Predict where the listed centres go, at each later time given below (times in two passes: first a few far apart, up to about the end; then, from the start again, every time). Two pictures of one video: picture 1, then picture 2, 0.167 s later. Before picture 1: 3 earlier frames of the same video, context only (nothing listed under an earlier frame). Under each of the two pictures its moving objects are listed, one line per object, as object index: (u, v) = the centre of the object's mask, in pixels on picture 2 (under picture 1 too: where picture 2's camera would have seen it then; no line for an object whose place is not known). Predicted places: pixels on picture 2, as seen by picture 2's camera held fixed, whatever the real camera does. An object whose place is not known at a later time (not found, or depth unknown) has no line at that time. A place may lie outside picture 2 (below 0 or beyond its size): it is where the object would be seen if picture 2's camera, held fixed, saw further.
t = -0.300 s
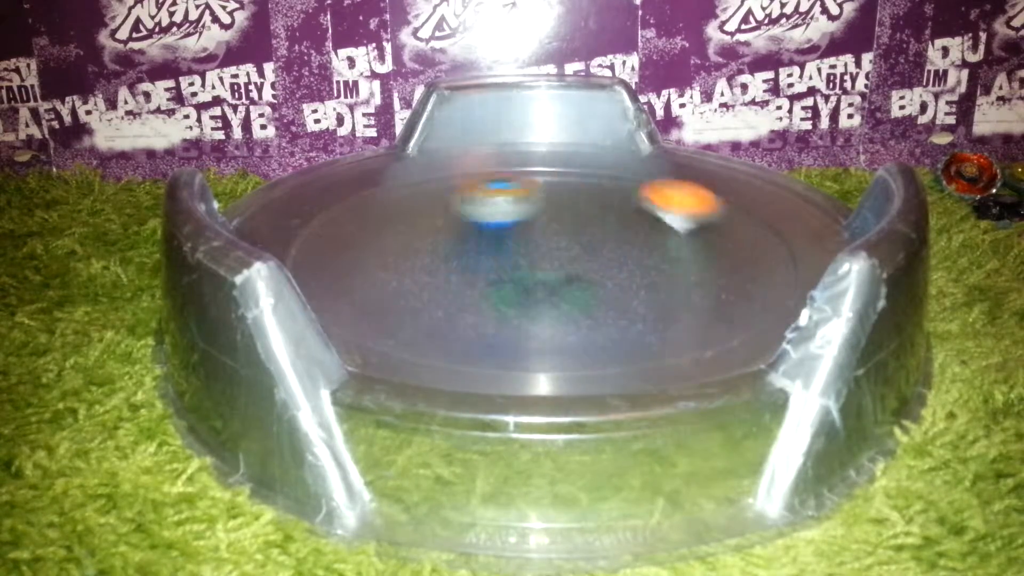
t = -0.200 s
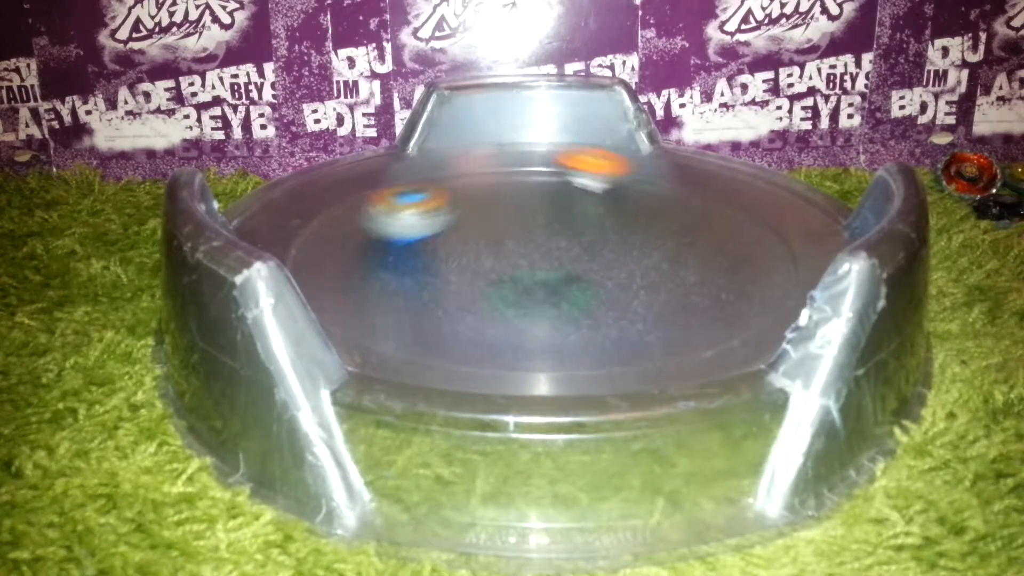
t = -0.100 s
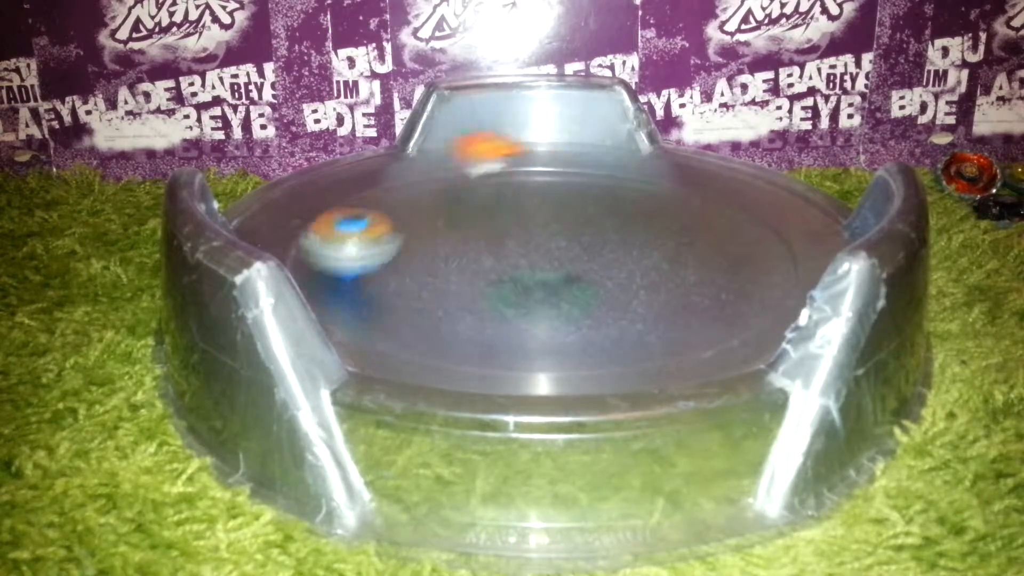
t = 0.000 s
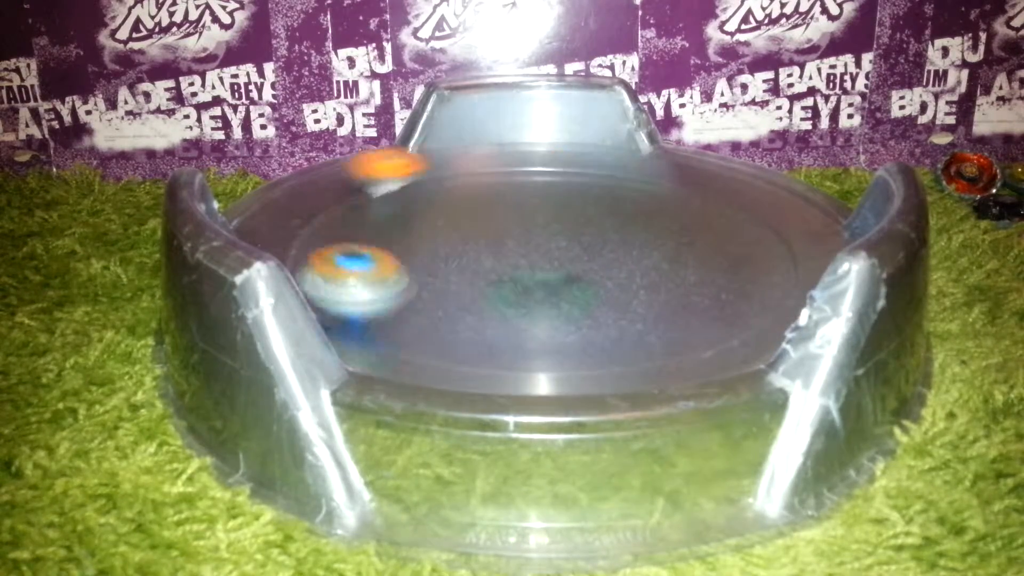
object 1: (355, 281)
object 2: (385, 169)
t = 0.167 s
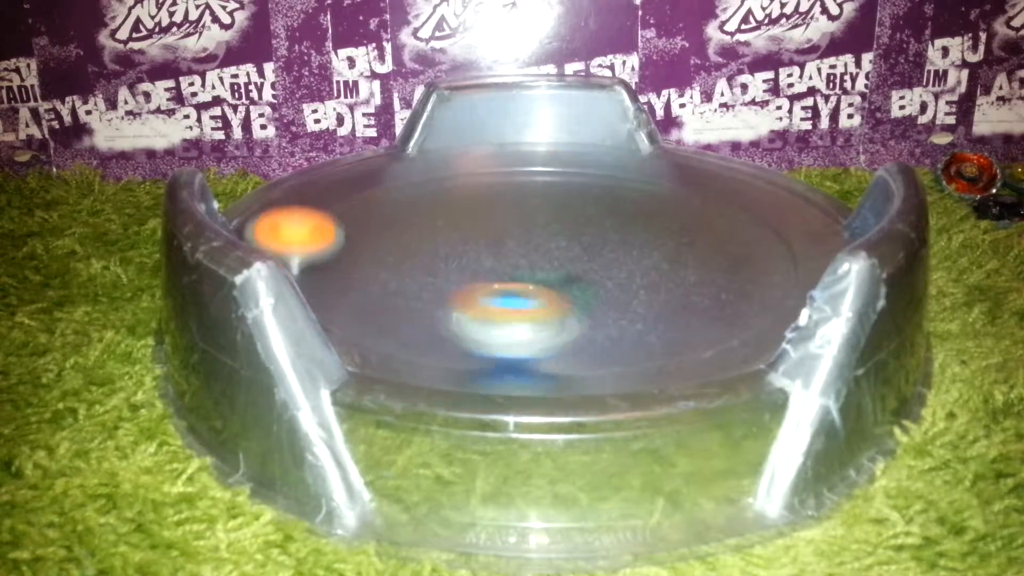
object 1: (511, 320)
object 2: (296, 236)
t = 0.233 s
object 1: (595, 315)
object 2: (322, 270)
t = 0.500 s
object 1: (657, 217)
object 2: (687, 289)
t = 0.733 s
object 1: (468, 174)
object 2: (677, 167)
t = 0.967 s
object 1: (331, 223)
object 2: (439, 157)
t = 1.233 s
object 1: (547, 308)
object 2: (347, 260)
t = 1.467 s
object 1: (705, 228)
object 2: (677, 298)
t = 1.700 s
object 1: (587, 160)
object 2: (728, 187)
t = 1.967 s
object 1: (409, 196)
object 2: (493, 158)
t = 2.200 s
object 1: (472, 296)
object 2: (375, 252)
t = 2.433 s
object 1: (734, 268)
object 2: (656, 313)
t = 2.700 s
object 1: (702, 174)
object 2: (779, 222)
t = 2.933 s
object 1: (517, 164)
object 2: (638, 189)
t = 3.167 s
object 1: (347, 216)
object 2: (452, 254)
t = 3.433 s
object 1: (384, 306)
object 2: (534, 334)
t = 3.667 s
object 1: (582, 322)
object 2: (687, 303)
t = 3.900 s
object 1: (610, 287)
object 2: (706, 191)
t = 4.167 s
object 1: (533, 221)
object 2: (425, 174)
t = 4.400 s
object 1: (412, 205)
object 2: (300, 245)
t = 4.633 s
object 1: (409, 231)
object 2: (474, 327)
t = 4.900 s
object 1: (466, 258)
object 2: (696, 252)
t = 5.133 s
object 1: (565, 266)
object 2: (549, 174)
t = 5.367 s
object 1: (630, 247)
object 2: (355, 183)
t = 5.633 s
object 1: (632, 238)
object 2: (371, 285)
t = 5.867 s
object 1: (613, 239)
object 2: (666, 286)
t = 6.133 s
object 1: (579, 247)
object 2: (654, 171)
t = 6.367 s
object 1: (550, 254)
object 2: (472, 159)
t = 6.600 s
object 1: (522, 256)
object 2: (372, 237)
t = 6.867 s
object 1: (498, 254)
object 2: (636, 303)
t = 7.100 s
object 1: (494, 251)
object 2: (767, 208)
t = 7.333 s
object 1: (502, 248)
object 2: (623, 160)
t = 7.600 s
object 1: (524, 245)
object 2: (418, 214)
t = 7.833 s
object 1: (550, 245)
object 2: (479, 311)
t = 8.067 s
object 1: (569, 245)
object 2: (754, 290)
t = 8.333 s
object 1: (577, 250)
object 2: (720, 203)
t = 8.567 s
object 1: (576, 255)
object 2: (506, 197)
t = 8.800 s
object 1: (567, 259)
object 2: (370, 262)
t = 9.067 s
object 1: (549, 262)
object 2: (574, 333)
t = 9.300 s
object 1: (533, 262)
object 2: (744, 270)
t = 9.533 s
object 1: (522, 258)
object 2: (621, 200)
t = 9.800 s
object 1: (520, 253)
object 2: (383, 201)
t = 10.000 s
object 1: (527, 250)
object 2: (313, 260)
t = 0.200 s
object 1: (553, 320)
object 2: (305, 252)
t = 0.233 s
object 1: (595, 315)
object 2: (322, 270)
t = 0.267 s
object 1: (632, 307)
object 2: (348, 287)
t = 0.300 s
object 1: (661, 297)
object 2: (384, 301)
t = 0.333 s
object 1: (680, 284)
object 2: (433, 313)
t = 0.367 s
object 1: (690, 270)
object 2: (488, 319)
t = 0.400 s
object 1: (692, 256)
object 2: (547, 319)
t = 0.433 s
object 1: (688, 242)
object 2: (604, 314)
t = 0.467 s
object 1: (676, 229)
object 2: (650, 304)
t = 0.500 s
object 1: (657, 217)
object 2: (687, 289)
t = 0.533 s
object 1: (637, 206)
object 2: (713, 271)
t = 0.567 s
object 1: (614, 197)
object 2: (727, 251)
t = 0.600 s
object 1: (589, 190)
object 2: (731, 232)
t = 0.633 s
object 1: (561, 184)
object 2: (727, 213)
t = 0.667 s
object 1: (528, 177)
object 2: (715, 196)
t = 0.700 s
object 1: (496, 174)
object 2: (698, 180)
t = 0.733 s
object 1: (468, 174)
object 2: (677, 167)
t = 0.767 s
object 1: (435, 175)
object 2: (643, 161)
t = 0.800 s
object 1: (409, 180)
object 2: (609, 159)
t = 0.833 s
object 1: (386, 184)
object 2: (577, 156)
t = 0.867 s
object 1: (366, 191)
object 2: (540, 150)
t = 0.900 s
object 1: (350, 201)
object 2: (502, 154)
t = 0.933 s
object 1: (337, 212)
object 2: (472, 155)
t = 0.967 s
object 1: (331, 223)
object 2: (439, 157)
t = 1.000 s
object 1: (332, 237)
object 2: (411, 162)
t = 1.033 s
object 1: (340, 251)
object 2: (383, 170)
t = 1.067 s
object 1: (357, 266)
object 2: (361, 178)
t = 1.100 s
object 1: (383, 281)
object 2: (343, 191)
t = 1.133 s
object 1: (416, 292)
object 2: (332, 206)
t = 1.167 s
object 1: (456, 301)
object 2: (328, 222)
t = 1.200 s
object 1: (503, 306)
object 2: (333, 241)
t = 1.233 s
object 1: (547, 308)
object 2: (347, 260)
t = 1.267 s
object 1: (588, 303)
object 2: (373, 278)
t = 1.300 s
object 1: (625, 296)
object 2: (410, 294)
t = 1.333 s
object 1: (658, 285)
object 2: (460, 307)
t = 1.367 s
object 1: (680, 272)
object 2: (516, 314)
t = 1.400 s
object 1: (696, 258)
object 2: (574, 315)
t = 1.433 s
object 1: (704, 242)
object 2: (630, 309)
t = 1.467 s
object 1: (705, 228)
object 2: (677, 298)
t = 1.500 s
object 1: (700, 213)
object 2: (716, 283)
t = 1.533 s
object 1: (688, 200)
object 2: (744, 266)
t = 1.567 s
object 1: (673, 188)
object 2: (765, 247)
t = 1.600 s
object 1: (654, 178)
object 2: (775, 229)
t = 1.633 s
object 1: (635, 170)
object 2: (774, 210)
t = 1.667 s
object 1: (611, 164)
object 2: (750, 199)
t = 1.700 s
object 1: (587, 160)
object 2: (728, 187)
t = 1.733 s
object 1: (563, 157)
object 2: (706, 176)
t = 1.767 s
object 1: (538, 157)
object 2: (678, 168)
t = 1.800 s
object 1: (513, 159)
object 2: (648, 162)
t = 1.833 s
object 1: (490, 161)
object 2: (619, 157)
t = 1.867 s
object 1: (469, 167)
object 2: (587, 154)
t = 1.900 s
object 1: (446, 174)
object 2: (555, 152)
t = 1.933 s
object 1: (424, 184)
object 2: (522, 155)
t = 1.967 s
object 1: (409, 196)
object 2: (493, 158)
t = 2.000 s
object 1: (397, 210)
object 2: (467, 163)
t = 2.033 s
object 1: (389, 226)
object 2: (440, 172)
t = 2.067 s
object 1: (390, 242)
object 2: (418, 182)
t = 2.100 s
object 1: (398, 258)
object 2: (397, 196)
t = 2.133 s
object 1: (414, 272)
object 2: (381, 213)
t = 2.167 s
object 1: (439, 285)
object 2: (372, 232)
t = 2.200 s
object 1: (472, 296)
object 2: (375, 252)
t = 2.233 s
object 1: (508, 303)
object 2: (387, 271)
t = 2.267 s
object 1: (551, 307)
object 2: (412, 289)
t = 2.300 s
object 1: (594, 306)
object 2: (448, 303)
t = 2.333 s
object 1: (634, 302)
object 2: (494, 313)
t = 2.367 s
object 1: (673, 294)
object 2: (548, 318)
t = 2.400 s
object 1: (707, 283)
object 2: (603, 318)
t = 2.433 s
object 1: (734, 268)
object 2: (656, 313)
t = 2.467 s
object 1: (752, 253)
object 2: (704, 304)
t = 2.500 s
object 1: (761, 239)
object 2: (748, 291)
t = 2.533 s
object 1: (762, 225)
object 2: (777, 273)
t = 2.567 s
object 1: (759, 213)
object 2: (782, 258)
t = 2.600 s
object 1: (751, 203)
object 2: (785, 250)
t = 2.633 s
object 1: (739, 193)
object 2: (787, 241)
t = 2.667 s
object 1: (724, 183)
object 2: (785, 231)
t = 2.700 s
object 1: (702, 174)
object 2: (779, 222)
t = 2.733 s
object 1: (681, 169)
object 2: (768, 213)
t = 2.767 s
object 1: (655, 163)
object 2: (754, 204)
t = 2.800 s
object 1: (633, 160)
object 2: (737, 197)
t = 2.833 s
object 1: (605, 159)
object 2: (718, 193)
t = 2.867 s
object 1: (576, 159)
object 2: (694, 189)
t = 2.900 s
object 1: (546, 160)
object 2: (668, 188)
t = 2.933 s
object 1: (517, 164)
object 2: (638, 189)
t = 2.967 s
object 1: (489, 168)
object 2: (605, 191)
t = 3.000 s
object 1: (463, 174)
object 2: (570, 195)
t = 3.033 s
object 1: (437, 183)
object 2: (536, 201)
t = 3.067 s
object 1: (417, 194)
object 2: (504, 209)
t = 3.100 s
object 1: (397, 204)
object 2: (477, 219)
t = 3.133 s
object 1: (373, 205)
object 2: (463, 232)
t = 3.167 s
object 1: (347, 216)
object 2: (452, 254)
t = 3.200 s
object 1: (324, 225)
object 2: (440, 271)
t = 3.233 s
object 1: (308, 234)
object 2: (431, 287)
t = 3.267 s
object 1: (300, 242)
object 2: (429, 299)
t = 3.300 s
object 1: (310, 257)
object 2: (433, 310)
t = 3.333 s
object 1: (327, 272)
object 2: (446, 321)
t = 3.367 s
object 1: (343, 285)
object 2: (465, 330)
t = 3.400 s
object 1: (362, 297)
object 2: (496, 331)
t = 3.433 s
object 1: (384, 306)
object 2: (534, 334)
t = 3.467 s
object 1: (408, 314)
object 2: (568, 333)
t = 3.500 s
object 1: (436, 320)
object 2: (598, 330)
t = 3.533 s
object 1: (463, 324)
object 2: (625, 326)
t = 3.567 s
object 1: (495, 327)
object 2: (646, 322)
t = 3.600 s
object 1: (526, 327)
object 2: (663, 317)
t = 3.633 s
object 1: (556, 325)
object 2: (676, 310)
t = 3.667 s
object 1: (582, 322)
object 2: (687, 303)
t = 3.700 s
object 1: (588, 319)
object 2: (714, 287)
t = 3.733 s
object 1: (589, 316)
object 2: (741, 266)
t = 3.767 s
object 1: (593, 312)
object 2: (754, 247)
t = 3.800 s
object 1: (599, 307)
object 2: (755, 229)
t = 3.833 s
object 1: (604, 301)
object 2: (747, 213)
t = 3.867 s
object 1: (608, 294)
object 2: (730, 201)
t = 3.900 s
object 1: (610, 287)
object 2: (706, 191)
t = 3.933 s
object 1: (609, 279)
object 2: (674, 184)
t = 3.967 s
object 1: (606, 272)
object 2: (641, 179)
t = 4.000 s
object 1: (600, 263)
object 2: (607, 175)
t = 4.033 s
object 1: (592, 254)
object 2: (571, 173)
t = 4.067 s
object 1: (580, 246)
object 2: (532, 170)
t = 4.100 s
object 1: (567, 236)
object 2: (496, 171)
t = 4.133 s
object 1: (552, 228)
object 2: (462, 171)
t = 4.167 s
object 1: (533, 221)
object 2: (425, 174)
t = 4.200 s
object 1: (514, 215)
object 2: (393, 176)
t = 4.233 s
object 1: (494, 210)
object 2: (360, 180)
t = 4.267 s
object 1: (473, 206)
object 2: (336, 188)
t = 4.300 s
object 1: (453, 203)
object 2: (323, 204)
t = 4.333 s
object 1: (436, 202)
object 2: (308, 218)
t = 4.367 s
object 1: (422, 203)
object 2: (295, 230)
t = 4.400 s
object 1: (412, 205)
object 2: (300, 245)
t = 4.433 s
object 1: (405, 208)
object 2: (314, 262)
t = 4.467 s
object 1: (401, 212)
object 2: (327, 278)
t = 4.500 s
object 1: (399, 216)
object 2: (342, 292)
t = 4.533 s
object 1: (400, 219)
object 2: (363, 304)
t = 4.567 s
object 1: (401, 224)
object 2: (392, 314)
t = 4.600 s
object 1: (405, 227)
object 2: (429, 322)
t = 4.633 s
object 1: (409, 231)
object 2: (474, 327)
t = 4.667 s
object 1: (414, 235)
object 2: (519, 328)
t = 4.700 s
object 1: (419, 239)
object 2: (564, 325)
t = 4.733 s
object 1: (425, 242)
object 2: (606, 319)
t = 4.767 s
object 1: (431, 245)
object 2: (641, 309)
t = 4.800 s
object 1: (438, 248)
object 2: (669, 297)
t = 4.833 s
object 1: (446, 251)
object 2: (686, 283)
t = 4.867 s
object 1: (455, 255)
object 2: (696, 268)
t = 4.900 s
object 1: (466, 258)
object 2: (696, 252)
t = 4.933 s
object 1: (479, 261)
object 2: (689, 237)
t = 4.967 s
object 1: (493, 263)
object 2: (675, 222)
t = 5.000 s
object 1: (507, 265)
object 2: (656, 210)
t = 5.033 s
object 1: (523, 266)
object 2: (633, 199)
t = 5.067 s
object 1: (537, 266)
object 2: (608, 189)
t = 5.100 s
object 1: (551, 266)
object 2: (580, 181)
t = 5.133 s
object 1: (565, 266)
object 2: (549, 174)
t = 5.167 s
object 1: (579, 264)
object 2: (515, 169)
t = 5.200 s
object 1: (593, 262)
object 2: (486, 166)
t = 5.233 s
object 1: (605, 259)
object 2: (456, 163)
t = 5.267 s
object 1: (614, 256)
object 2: (425, 163)
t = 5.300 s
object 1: (622, 253)
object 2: (398, 166)
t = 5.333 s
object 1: (627, 250)
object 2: (376, 173)
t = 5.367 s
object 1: (630, 247)
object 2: (355, 183)
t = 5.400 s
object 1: (633, 245)
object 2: (336, 193)
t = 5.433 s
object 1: (635, 243)
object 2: (321, 203)
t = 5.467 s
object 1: (635, 242)
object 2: (312, 215)
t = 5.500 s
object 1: (635, 241)
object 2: (308, 228)
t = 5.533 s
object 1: (635, 240)
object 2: (312, 241)
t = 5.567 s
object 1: (635, 239)
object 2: (323, 256)
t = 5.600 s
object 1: (634, 239)
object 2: (342, 271)
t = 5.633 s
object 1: (632, 238)
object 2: (371, 285)
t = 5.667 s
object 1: (631, 238)
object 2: (408, 298)
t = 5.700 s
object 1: (628, 238)
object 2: (452, 307)
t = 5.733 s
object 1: (626, 238)
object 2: (501, 311)
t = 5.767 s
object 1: (624, 238)
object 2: (552, 311)
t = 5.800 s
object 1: (621, 238)
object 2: (596, 306)
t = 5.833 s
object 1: (617, 238)
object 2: (635, 298)
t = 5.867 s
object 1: (613, 239)
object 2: (666, 286)
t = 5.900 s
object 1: (609, 240)
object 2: (689, 272)
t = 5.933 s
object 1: (606, 241)
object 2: (703, 256)
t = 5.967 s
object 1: (602, 242)
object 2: (709, 240)
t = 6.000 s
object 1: (598, 243)
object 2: (708, 224)
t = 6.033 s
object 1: (593, 244)
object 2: (700, 208)
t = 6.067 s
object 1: (589, 245)
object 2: (688, 194)
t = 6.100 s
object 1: (584, 246)
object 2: (672, 182)
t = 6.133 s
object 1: (579, 247)
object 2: (654, 171)
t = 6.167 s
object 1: (575, 249)
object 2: (634, 162)
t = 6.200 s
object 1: (571, 250)
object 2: (609, 155)
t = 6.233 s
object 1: (567, 251)
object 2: (581, 155)
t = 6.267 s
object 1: (563, 252)
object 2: (551, 152)
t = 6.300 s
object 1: (558, 253)
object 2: (522, 156)
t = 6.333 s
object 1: (554, 253)
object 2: (496, 157)
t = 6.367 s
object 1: (550, 254)
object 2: (472, 159)
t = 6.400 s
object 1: (546, 255)
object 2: (450, 163)
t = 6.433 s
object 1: (541, 255)
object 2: (427, 171)
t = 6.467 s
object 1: (537, 256)
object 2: (407, 179)
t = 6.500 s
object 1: (533, 256)
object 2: (392, 190)
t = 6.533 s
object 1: (529, 256)
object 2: (380, 204)
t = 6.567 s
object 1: (525, 256)
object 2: (372, 220)
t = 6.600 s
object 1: (522, 256)
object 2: (372, 237)
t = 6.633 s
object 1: (518, 256)
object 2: (379, 254)
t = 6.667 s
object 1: (514, 256)
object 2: (398, 272)
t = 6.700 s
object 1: (511, 256)
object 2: (424, 286)
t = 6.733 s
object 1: (510, 254)
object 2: (459, 298)
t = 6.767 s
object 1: (506, 253)
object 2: (500, 306)
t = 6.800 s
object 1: (502, 254)
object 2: (545, 310)
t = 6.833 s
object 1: (500, 254)
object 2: (592, 308)
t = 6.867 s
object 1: (498, 254)
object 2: (636, 303)
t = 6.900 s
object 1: (497, 253)
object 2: (675, 293)
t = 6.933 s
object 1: (495, 252)
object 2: (707, 281)
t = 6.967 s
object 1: (494, 252)
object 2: (732, 267)
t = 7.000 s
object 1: (494, 252)
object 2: (751, 252)
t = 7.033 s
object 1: (494, 251)
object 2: (763, 237)
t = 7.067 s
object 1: (494, 251)
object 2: (768, 222)
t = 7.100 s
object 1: (494, 251)
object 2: (767, 208)
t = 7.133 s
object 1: (494, 250)
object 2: (753, 197)
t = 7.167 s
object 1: (495, 250)
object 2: (735, 189)
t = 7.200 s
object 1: (496, 250)
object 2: (716, 180)
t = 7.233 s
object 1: (497, 249)
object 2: (695, 172)
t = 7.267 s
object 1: (499, 249)
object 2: (673, 166)
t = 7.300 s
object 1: (500, 249)
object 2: (648, 162)
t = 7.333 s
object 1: (502, 248)
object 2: (623, 160)
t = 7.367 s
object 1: (504, 248)
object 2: (598, 160)
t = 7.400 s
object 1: (506, 248)
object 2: (570, 162)
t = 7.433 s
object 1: (509, 248)
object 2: (542, 164)
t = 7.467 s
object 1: (512, 247)
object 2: (513, 171)
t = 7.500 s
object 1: (514, 247)
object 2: (486, 177)
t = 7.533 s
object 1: (517, 246)
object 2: (460, 188)
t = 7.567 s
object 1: (520, 246)
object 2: (438, 199)
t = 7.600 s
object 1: (524, 245)
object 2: (418, 214)
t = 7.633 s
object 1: (527, 245)
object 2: (405, 228)
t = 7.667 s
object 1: (531, 245)
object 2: (398, 244)
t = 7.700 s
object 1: (534, 245)
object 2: (398, 259)
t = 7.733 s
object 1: (538, 245)
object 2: (406, 274)
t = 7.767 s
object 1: (542, 245)
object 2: (421, 288)
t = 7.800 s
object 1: (546, 245)
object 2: (446, 301)
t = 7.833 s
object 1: (550, 245)
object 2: (479, 311)
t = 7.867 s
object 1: (554, 245)
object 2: (519, 317)
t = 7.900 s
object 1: (557, 244)
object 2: (562, 320)
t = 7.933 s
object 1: (559, 244)
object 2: (606, 320)
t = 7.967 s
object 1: (562, 244)
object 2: (650, 316)
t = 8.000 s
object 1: (565, 244)
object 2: (691, 310)
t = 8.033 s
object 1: (567, 245)
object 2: (726, 301)
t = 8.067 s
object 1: (569, 245)
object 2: (754, 290)
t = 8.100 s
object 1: (571, 245)
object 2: (772, 277)
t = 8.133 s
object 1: (572, 246)
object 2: (778, 264)
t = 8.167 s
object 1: (574, 246)
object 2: (781, 251)
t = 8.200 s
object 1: (575, 247)
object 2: (779, 239)
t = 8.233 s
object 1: (576, 248)
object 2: (772, 228)
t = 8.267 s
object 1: (576, 248)
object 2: (759, 218)
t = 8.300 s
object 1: (577, 249)
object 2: (741, 210)
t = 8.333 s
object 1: (577, 250)
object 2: (720, 203)
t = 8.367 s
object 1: (577, 250)
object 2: (695, 198)
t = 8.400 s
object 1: (577, 251)
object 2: (667, 193)
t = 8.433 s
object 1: (577, 252)
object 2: (638, 191)
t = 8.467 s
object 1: (577, 253)
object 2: (606, 190)
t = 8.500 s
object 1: (577, 254)
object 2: (572, 191)
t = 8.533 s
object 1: (576, 255)
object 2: (539, 192)
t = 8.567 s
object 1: (576, 255)
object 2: (506, 197)
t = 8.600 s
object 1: (575, 256)
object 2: (478, 202)
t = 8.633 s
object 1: (575, 256)
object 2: (449, 209)
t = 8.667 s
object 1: (573, 257)
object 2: (424, 217)
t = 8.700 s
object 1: (572, 257)
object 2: (403, 227)
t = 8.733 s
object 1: (571, 258)
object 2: (386, 238)
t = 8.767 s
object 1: (569, 259)
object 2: (374, 250)
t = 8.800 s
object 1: (567, 259)
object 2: (370, 262)
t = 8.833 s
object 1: (566, 260)
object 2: (371, 276)
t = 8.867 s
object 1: (564, 261)
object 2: (381, 289)
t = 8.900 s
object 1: (562, 261)
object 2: (398, 302)
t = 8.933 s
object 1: (559, 261)
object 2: (423, 313)
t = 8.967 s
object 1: (557, 262)
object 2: (455, 322)
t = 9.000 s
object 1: (555, 262)
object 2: (491, 329)
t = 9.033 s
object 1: (552, 262)
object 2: (531, 333)
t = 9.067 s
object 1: (549, 262)
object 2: (574, 333)
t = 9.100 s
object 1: (547, 263)
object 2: (613, 331)
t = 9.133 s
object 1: (545, 263)
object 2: (650, 325)
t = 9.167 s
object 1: (543, 263)
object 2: (682, 317)
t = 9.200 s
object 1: (540, 263)
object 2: (708, 307)
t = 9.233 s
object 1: (538, 263)
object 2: (727, 295)
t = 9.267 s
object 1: (535, 262)
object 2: (739, 282)
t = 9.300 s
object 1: (533, 262)
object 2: (744, 270)
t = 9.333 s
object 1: (531, 262)
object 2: (742, 257)
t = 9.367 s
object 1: (530, 261)
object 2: (733, 244)
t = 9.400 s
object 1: (528, 261)
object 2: (718, 233)
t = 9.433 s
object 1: (526, 260)
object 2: (698, 222)
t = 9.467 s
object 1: (525, 259)
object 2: (675, 213)
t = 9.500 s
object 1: (523, 259)
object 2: (649, 206)
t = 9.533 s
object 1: (522, 258)
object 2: (621, 200)
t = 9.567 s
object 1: (521, 258)
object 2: (591, 195)
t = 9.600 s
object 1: (520, 257)
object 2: (560, 191)
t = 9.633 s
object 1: (520, 257)
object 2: (530, 189)
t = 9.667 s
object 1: (519, 256)
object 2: (497, 189)
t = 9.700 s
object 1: (519, 255)
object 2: (467, 189)
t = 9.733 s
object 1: (520, 254)
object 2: (436, 192)
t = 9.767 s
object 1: (520, 254)
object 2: (409, 196)
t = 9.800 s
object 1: (520, 253)
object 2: (383, 201)
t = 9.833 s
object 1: (521, 253)
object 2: (360, 208)
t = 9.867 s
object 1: (522, 252)
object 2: (339, 216)
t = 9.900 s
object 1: (522, 251)
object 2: (323, 226)
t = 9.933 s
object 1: (524, 251)
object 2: (311, 237)
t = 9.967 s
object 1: (525, 250)
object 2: (309, 248)
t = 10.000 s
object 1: (527, 250)
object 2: (313, 260)
